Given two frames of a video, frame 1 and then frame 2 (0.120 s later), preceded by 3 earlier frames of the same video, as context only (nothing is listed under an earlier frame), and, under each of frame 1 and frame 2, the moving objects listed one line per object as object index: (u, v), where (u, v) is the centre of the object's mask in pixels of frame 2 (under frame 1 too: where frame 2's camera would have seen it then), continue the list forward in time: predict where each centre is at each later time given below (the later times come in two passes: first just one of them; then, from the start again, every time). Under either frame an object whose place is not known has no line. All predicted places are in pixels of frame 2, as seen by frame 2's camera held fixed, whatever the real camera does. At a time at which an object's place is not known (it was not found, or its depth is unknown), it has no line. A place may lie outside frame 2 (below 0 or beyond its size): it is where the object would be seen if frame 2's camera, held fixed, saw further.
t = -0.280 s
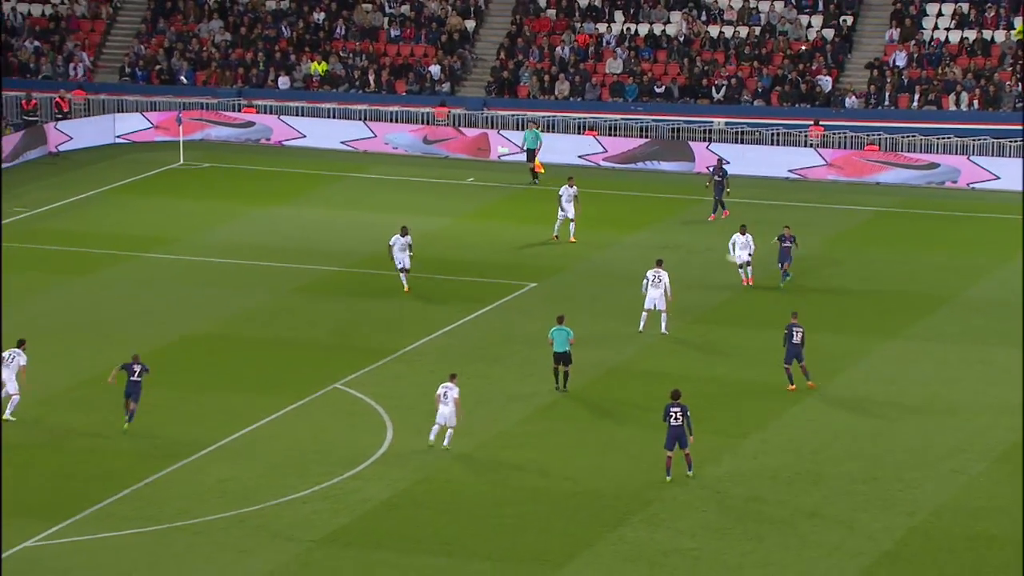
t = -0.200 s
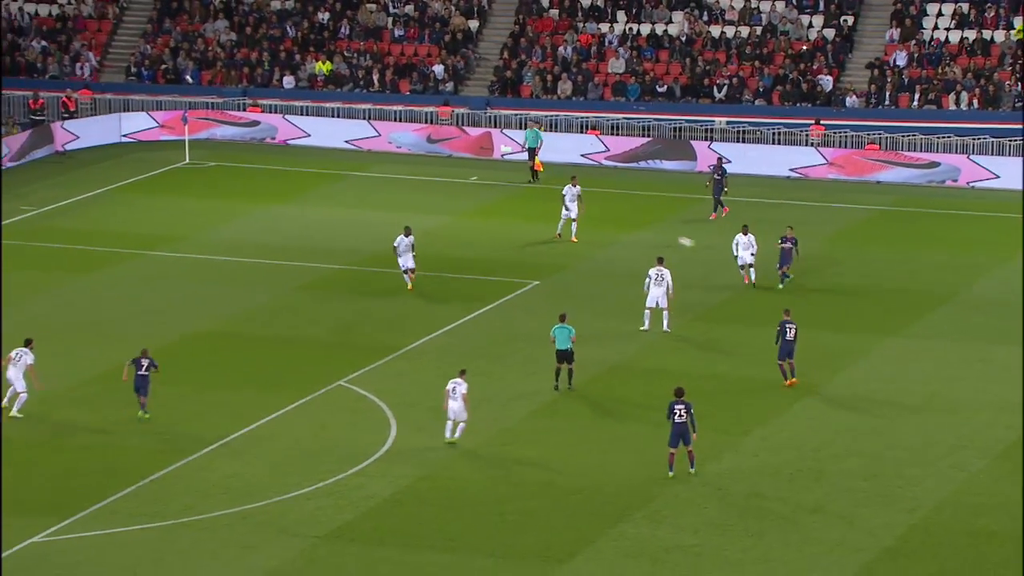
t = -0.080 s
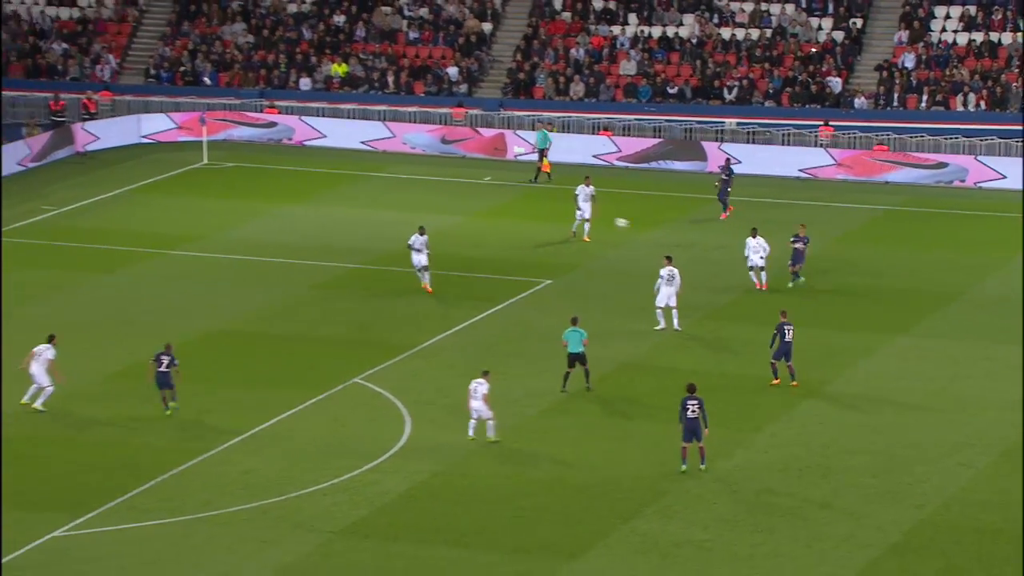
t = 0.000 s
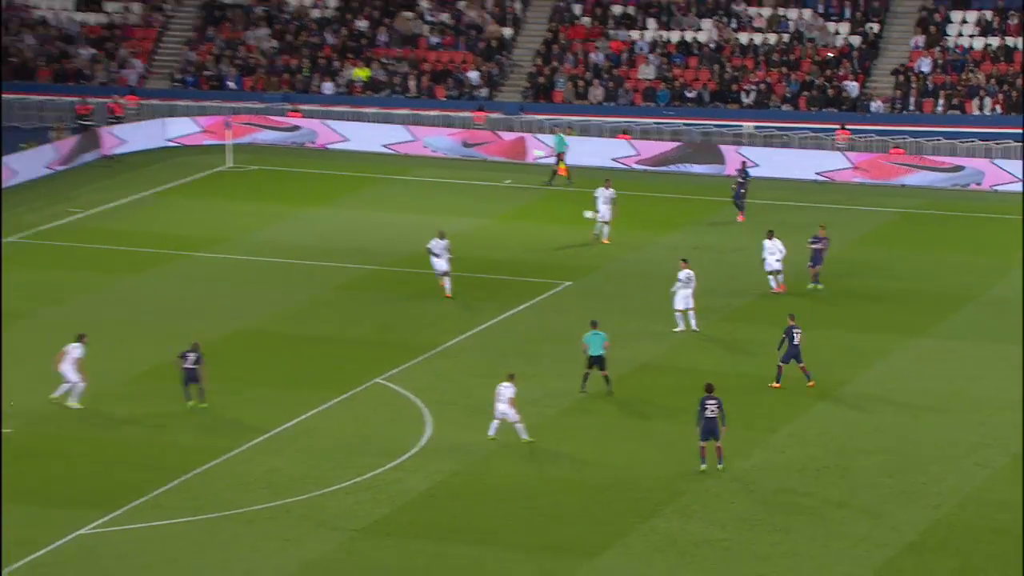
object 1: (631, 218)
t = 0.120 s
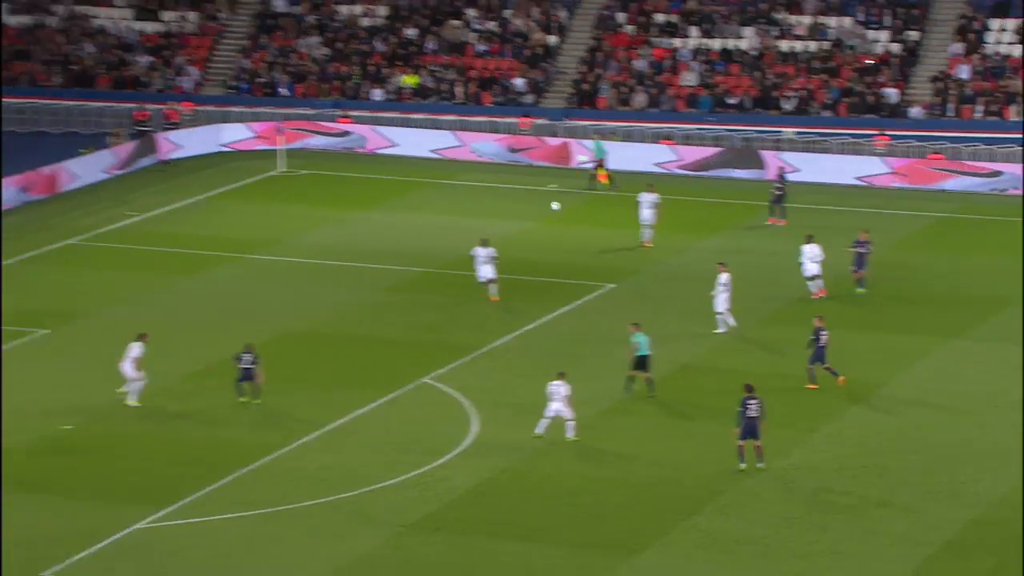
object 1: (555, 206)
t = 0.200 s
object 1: (504, 200)
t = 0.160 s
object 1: (530, 202)
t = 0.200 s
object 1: (504, 200)
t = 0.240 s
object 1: (479, 197)
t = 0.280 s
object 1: (453, 196)
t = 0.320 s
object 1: (427, 194)
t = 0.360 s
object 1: (402, 194)
